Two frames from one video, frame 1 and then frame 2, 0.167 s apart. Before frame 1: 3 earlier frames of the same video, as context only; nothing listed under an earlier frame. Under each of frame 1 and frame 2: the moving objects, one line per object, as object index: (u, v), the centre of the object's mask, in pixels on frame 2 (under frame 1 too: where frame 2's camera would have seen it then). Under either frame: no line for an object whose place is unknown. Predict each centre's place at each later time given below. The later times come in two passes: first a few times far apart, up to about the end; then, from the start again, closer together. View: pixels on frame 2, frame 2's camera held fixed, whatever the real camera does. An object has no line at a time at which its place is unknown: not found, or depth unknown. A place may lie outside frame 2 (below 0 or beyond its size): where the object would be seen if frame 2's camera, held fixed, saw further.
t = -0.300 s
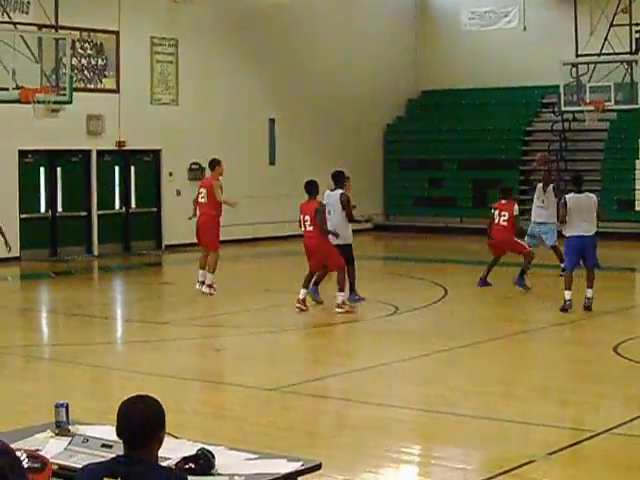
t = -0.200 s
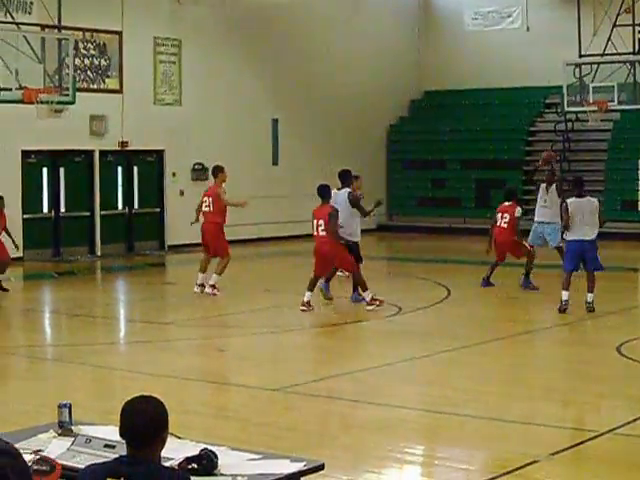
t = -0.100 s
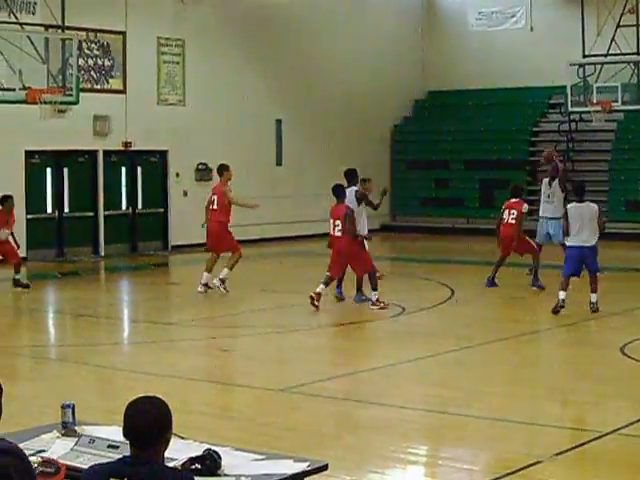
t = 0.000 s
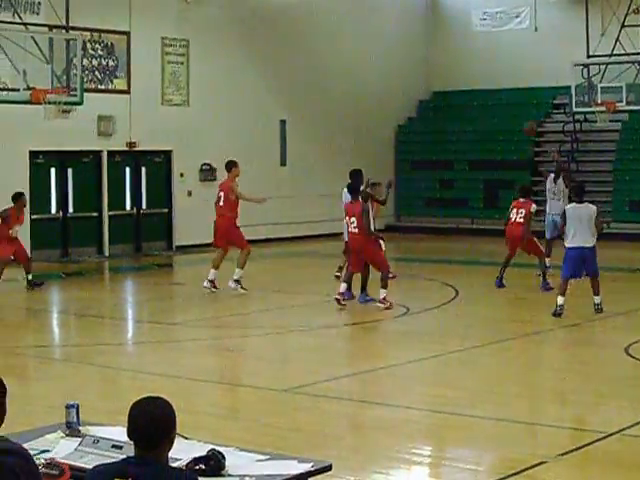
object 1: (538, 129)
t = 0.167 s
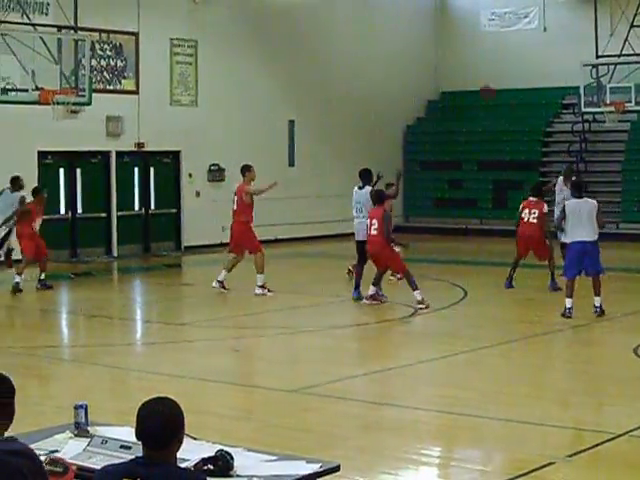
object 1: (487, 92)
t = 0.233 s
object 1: (462, 81)
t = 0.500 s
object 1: (358, 59)
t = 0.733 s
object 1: (254, 81)
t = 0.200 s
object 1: (473, 86)
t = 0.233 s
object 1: (462, 81)
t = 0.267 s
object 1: (450, 76)
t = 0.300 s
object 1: (438, 72)
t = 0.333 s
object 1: (424, 69)
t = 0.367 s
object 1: (412, 65)
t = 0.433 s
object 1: (386, 61)
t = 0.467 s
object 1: (372, 60)
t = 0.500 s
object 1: (358, 59)
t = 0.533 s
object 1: (345, 60)
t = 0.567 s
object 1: (330, 61)
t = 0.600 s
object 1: (316, 63)
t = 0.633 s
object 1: (301, 66)
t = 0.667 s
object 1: (286, 71)
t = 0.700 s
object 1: (270, 75)
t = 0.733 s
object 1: (254, 81)
